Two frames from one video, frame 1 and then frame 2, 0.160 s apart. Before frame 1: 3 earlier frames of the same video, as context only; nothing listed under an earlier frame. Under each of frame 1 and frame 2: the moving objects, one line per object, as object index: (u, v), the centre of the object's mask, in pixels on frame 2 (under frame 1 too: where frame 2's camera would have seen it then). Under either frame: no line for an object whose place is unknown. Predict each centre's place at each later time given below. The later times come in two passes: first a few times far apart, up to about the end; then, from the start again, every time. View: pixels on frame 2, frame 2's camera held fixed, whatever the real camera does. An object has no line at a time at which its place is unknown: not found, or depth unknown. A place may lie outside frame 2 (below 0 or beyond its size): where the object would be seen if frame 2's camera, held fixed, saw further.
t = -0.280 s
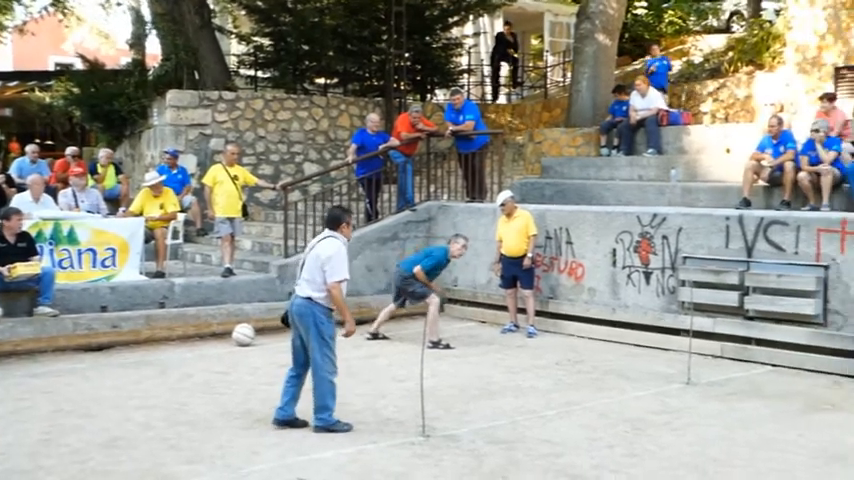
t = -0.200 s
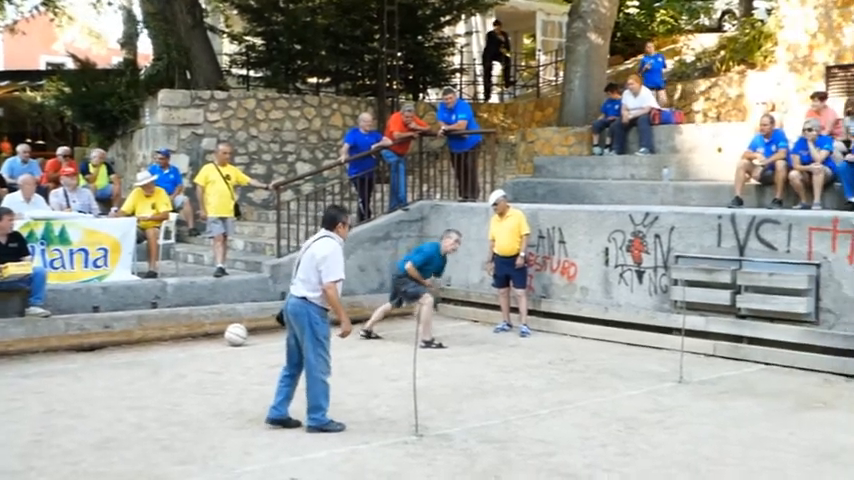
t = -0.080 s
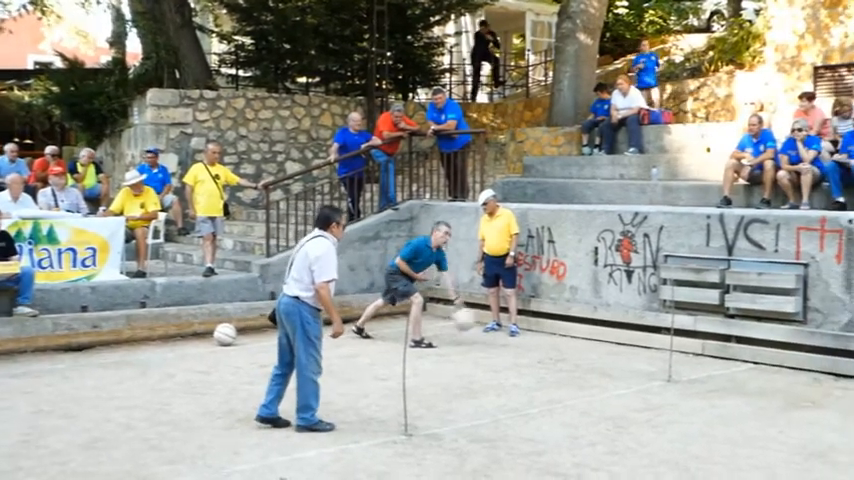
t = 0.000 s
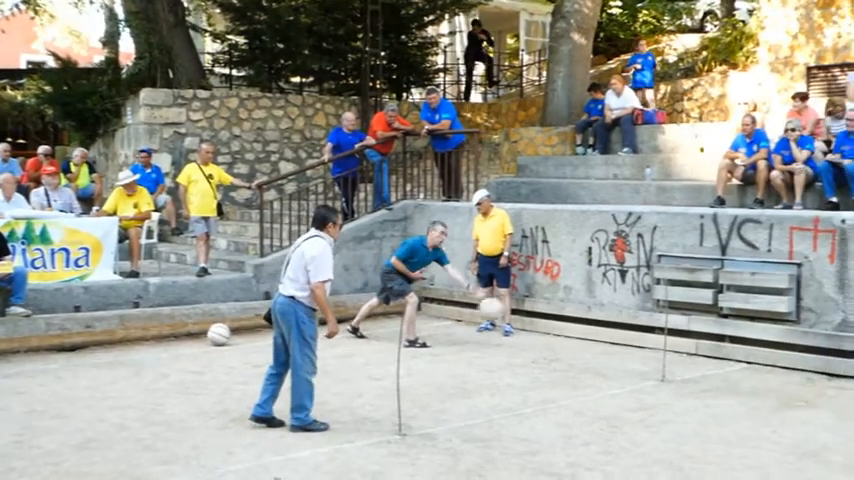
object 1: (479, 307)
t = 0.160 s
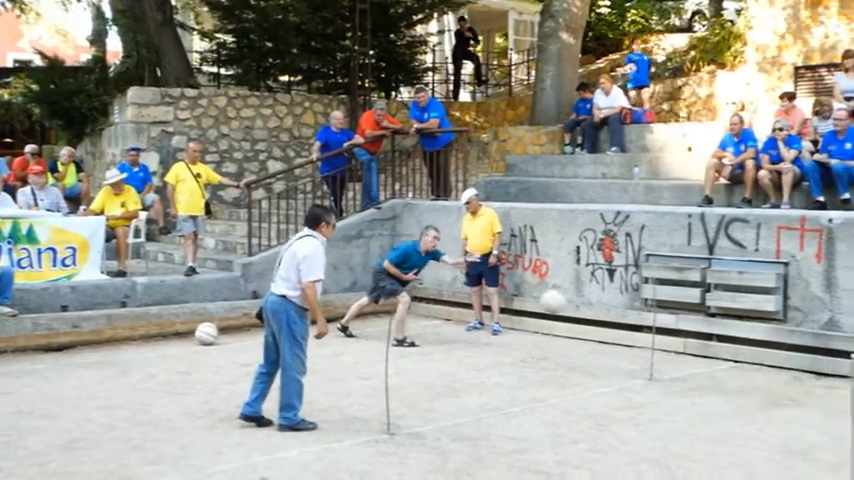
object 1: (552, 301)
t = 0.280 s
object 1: (616, 314)
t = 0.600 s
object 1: (797, 384)
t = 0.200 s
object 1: (572, 303)
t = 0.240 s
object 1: (594, 308)
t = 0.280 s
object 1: (616, 314)
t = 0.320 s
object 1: (638, 321)
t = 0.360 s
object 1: (661, 332)
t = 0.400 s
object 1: (686, 344)
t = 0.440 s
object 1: (712, 359)
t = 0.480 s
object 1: (738, 376)
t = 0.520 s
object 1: (758, 382)
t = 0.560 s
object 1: (777, 380)
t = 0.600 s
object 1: (797, 384)
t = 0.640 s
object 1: (815, 387)
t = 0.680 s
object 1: (832, 394)
